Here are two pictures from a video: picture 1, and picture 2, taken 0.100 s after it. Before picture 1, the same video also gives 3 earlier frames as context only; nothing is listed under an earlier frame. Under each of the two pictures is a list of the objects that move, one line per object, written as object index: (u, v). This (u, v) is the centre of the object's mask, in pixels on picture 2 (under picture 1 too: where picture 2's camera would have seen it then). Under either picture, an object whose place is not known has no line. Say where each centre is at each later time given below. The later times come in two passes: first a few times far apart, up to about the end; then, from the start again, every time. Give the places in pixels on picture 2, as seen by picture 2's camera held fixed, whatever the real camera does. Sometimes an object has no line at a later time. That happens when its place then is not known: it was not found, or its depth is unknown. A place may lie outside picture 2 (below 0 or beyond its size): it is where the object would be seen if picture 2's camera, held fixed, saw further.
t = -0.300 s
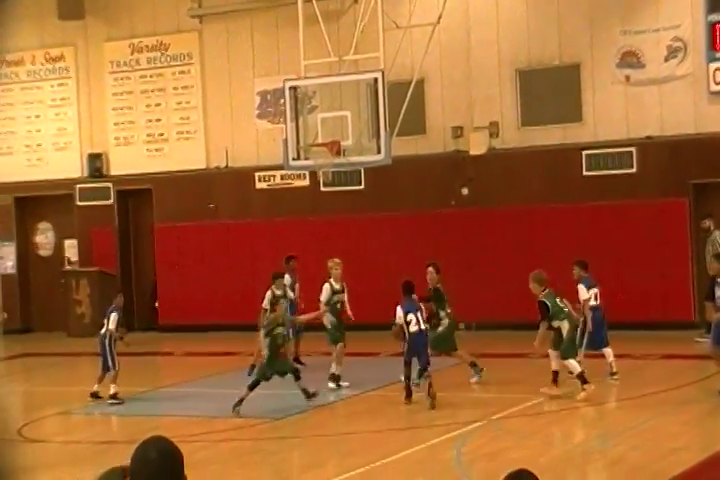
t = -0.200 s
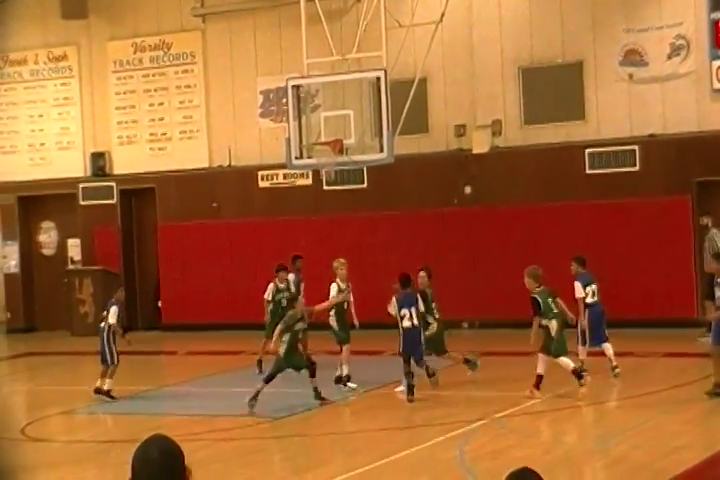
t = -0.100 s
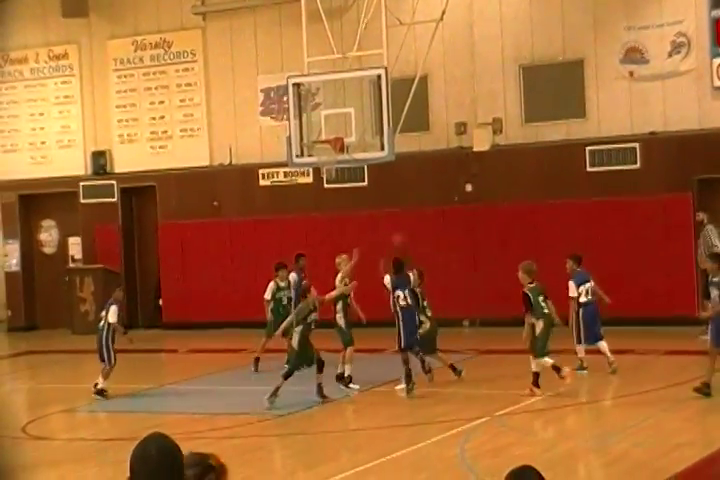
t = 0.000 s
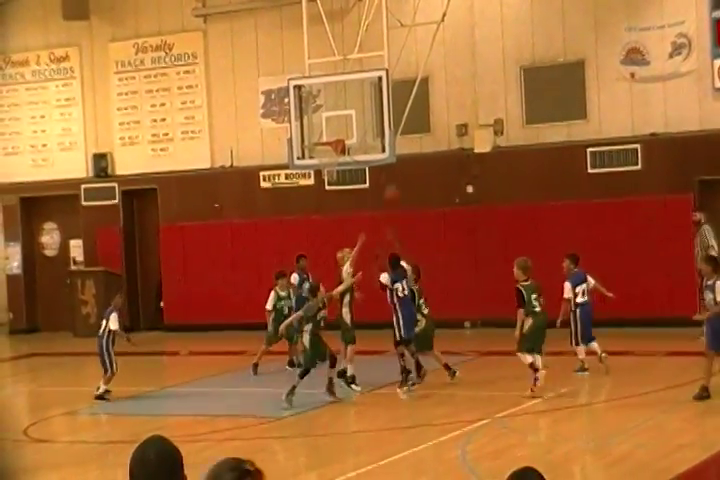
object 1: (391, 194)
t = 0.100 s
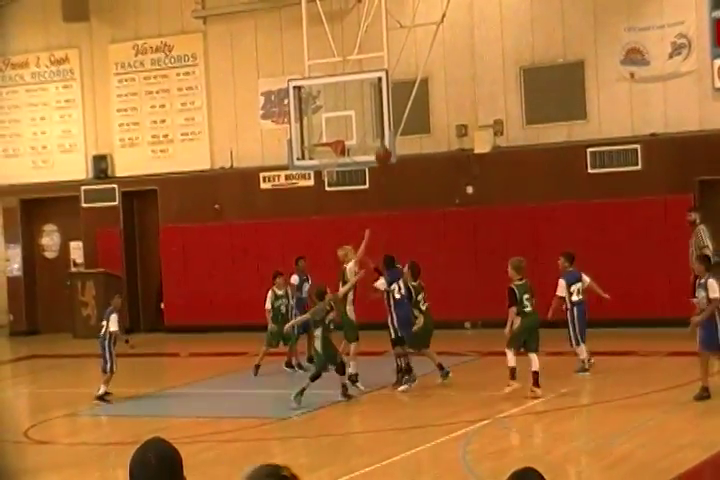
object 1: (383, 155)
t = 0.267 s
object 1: (370, 109)
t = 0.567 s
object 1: (352, 83)
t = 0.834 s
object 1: (340, 117)
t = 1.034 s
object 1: (320, 152)
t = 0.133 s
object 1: (380, 146)
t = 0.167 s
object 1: (377, 135)
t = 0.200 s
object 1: (374, 125)
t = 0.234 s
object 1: (373, 116)
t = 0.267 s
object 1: (370, 109)
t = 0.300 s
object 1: (368, 102)
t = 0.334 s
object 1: (365, 96)
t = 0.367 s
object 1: (363, 92)
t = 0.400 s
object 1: (361, 89)
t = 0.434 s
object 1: (359, 86)
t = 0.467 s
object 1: (357, 84)
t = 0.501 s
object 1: (355, 83)
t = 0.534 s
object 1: (354, 83)
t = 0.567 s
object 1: (352, 83)
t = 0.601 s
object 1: (350, 85)
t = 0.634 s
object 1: (348, 87)
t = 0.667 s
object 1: (347, 90)
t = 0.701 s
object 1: (346, 94)
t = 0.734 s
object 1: (344, 99)
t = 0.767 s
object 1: (343, 104)
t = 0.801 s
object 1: (342, 110)
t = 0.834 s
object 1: (340, 117)
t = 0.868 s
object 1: (336, 123)
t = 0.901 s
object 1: (330, 130)
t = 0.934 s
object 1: (324, 136)
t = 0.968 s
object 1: (320, 143)
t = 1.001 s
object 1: (320, 148)
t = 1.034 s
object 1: (320, 152)
